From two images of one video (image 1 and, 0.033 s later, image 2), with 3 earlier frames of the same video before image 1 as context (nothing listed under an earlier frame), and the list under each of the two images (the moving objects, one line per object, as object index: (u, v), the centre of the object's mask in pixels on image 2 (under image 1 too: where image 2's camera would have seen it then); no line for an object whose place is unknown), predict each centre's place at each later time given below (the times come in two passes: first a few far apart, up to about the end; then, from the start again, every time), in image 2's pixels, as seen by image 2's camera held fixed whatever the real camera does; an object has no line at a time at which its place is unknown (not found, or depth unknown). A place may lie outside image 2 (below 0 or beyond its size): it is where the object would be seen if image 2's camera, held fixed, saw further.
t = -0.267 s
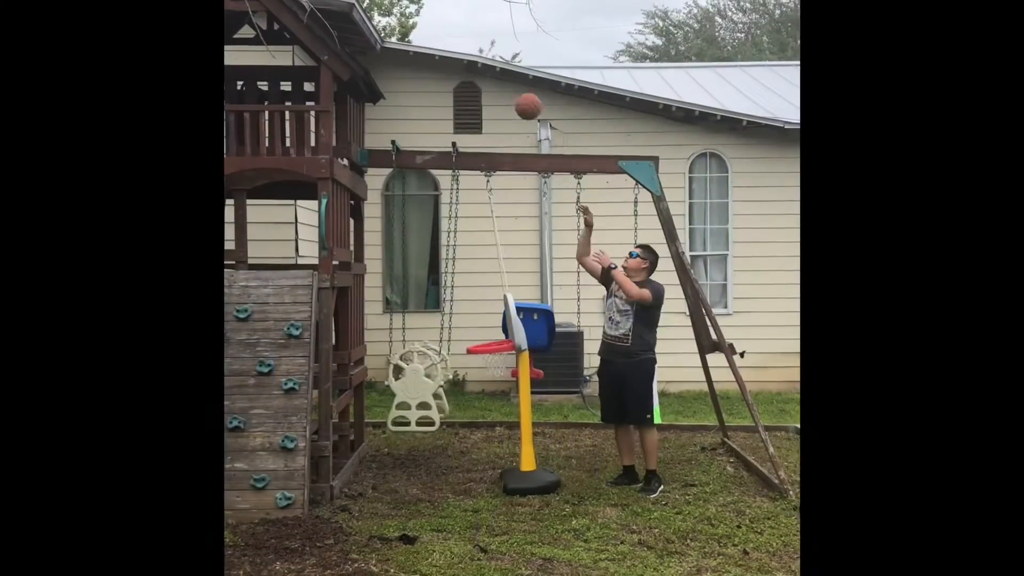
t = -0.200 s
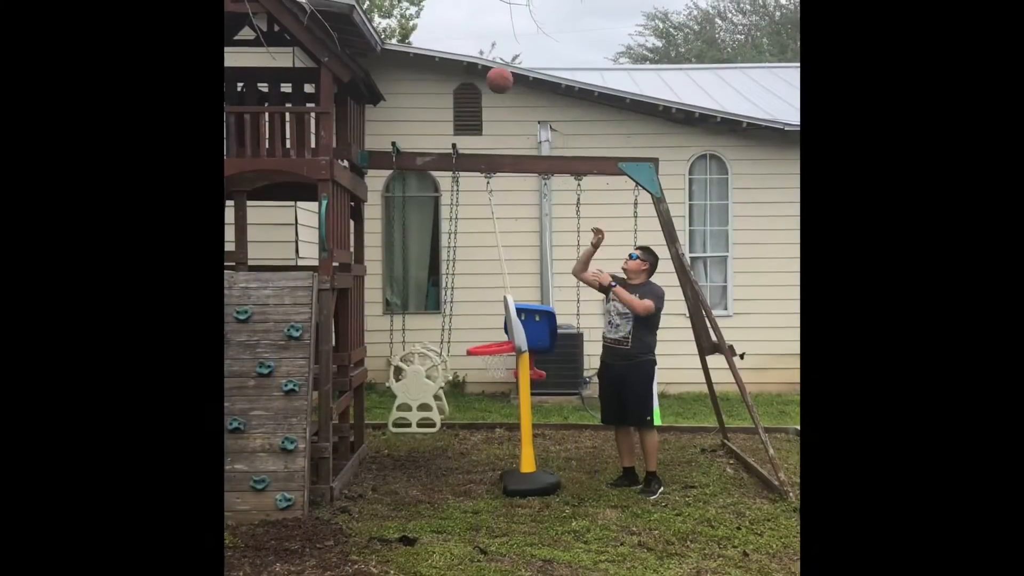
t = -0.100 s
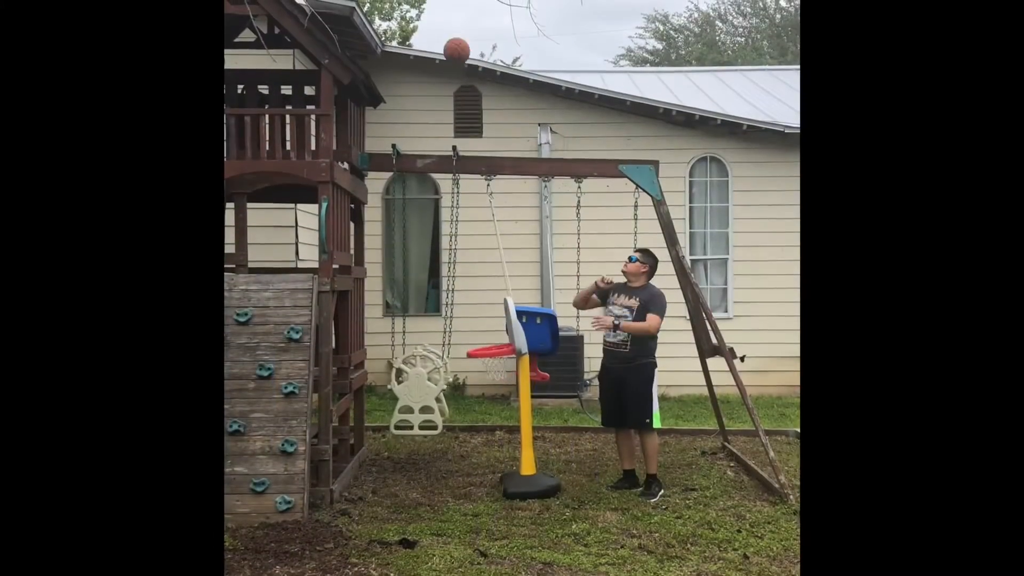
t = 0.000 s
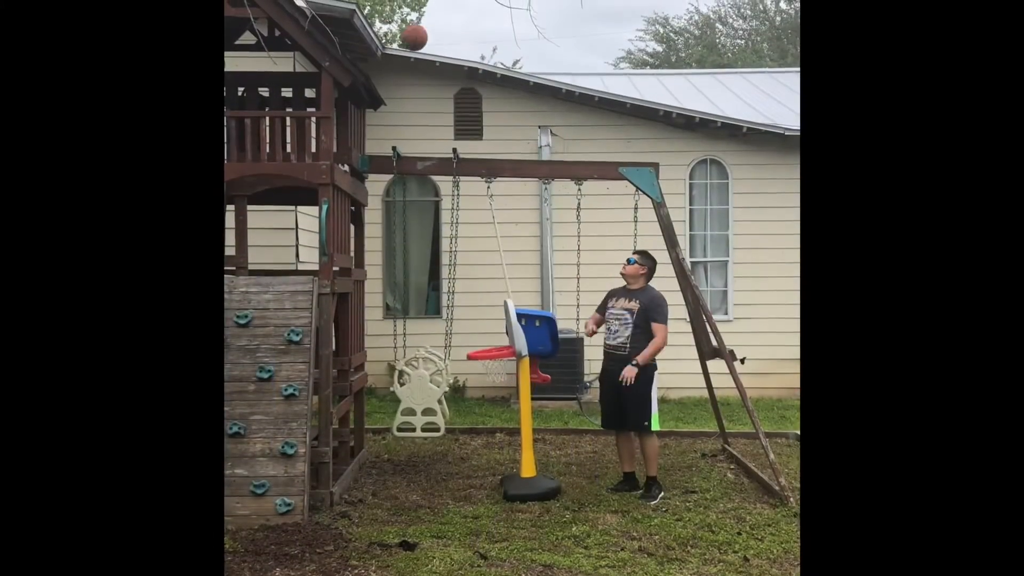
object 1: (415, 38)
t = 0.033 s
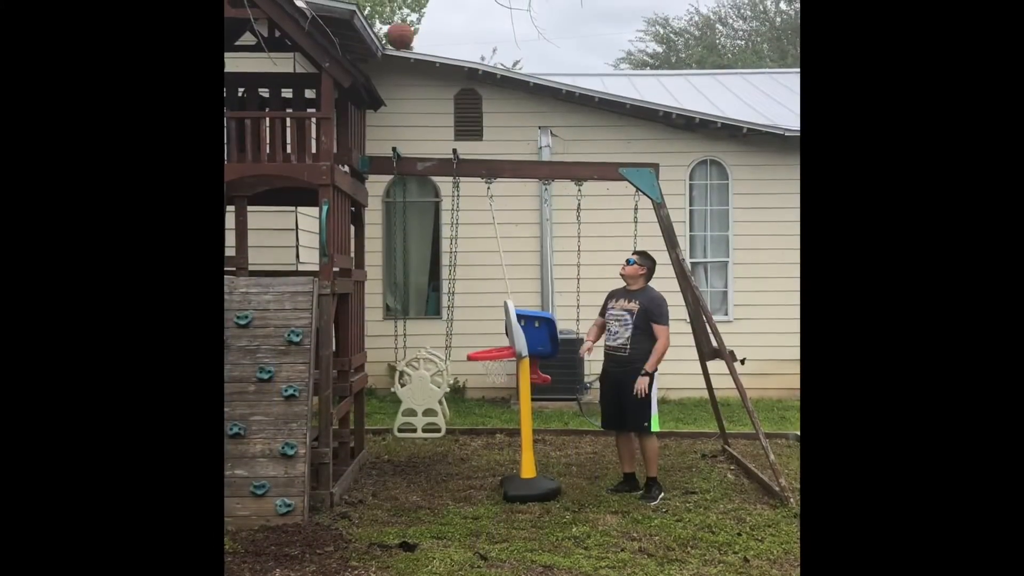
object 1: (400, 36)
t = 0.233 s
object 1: (344, 35)
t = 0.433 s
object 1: (377, 27)
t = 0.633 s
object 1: (412, 77)
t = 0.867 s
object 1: (452, 207)
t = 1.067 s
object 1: (482, 359)
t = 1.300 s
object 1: (486, 343)
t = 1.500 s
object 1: (496, 345)
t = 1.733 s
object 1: (497, 401)
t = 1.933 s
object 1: (491, 484)
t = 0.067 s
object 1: (386, 35)
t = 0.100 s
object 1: (371, 37)
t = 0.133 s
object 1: (356, 39)
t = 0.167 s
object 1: (343, 43)
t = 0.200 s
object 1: (339, 41)
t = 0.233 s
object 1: (344, 35)
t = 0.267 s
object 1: (349, 32)
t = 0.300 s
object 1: (354, 26)
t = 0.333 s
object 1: (360, 25)
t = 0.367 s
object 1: (366, 24)
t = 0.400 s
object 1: (371, 25)
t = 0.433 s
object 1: (377, 27)
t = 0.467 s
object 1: (383, 32)
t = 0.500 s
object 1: (389, 38)
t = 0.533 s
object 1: (395, 44)
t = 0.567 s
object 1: (400, 53)
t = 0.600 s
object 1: (406, 65)
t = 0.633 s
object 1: (412, 77)
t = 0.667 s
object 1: (418, 91)
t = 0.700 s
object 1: (423, 107)
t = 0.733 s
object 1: (429, 124)
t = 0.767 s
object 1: (434, 142)
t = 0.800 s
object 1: (440, 160)
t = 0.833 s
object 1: (446, 183)
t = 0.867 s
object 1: (452, 207)
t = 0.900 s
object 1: (457, 231)
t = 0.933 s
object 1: (462, 257)
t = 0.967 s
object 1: (467, 284)
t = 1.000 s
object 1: (472, 313)
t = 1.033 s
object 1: (477, 343)
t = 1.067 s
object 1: (482, 359)
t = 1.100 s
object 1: (485, 358)
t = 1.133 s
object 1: (489, 367)
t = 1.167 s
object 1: (491, 365)
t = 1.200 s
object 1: (490, 346)
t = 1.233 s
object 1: (489, 345)
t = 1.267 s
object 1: (488, 344)
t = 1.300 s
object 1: (486, 343)
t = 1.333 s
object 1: (487, 341)
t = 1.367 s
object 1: (489, 340)
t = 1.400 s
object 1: (491, 341)
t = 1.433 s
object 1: (492, 341)
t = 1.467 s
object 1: (494, 342)
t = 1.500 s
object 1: (496, 345)
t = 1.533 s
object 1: (498, 365)
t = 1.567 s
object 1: (499, 369)
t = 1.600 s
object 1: (499, 371)
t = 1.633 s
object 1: (499, 375)
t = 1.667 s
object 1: (498, 383)
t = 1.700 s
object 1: (498, 391)
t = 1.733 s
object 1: (497, 401)
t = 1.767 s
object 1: (495, 413)
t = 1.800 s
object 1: (494, 427)
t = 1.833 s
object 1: (493, 442)
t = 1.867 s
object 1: (491, 459)
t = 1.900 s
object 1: (491, 478)
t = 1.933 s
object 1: (491, 484)
